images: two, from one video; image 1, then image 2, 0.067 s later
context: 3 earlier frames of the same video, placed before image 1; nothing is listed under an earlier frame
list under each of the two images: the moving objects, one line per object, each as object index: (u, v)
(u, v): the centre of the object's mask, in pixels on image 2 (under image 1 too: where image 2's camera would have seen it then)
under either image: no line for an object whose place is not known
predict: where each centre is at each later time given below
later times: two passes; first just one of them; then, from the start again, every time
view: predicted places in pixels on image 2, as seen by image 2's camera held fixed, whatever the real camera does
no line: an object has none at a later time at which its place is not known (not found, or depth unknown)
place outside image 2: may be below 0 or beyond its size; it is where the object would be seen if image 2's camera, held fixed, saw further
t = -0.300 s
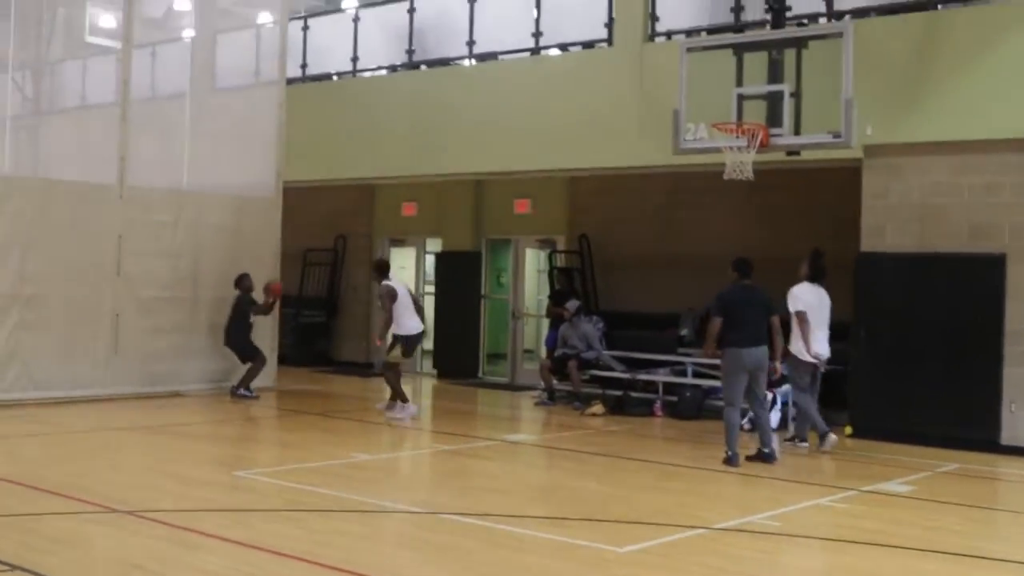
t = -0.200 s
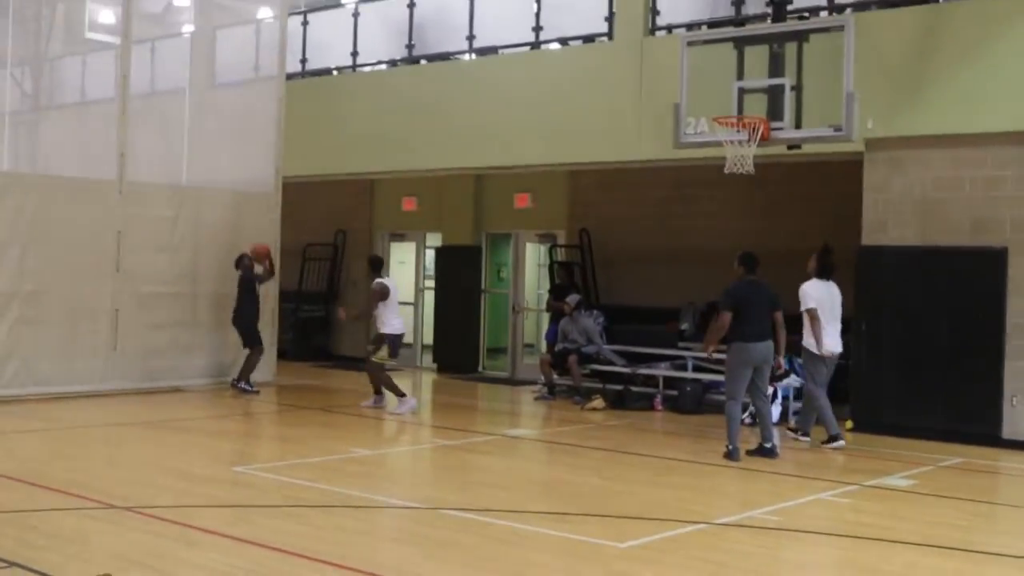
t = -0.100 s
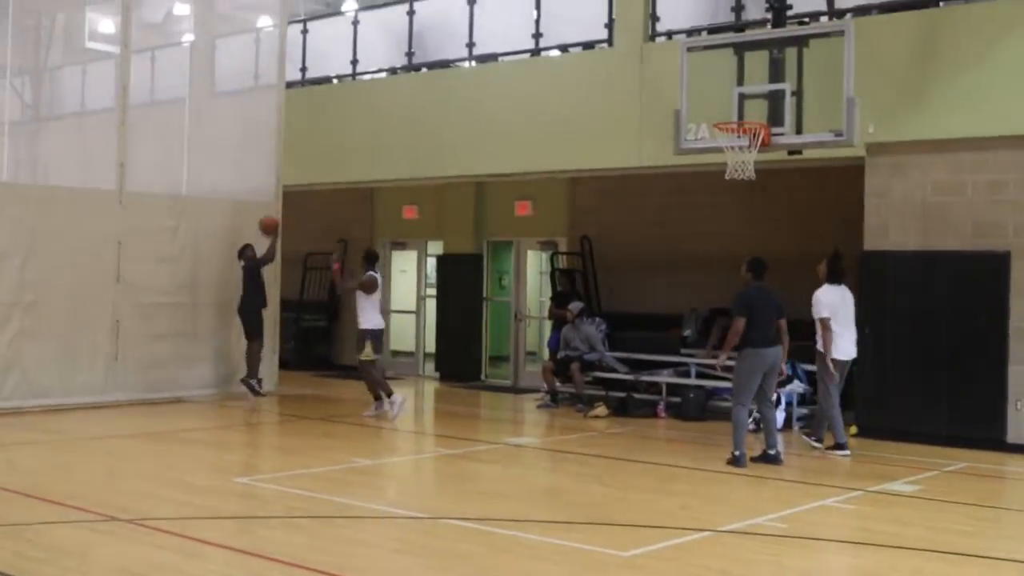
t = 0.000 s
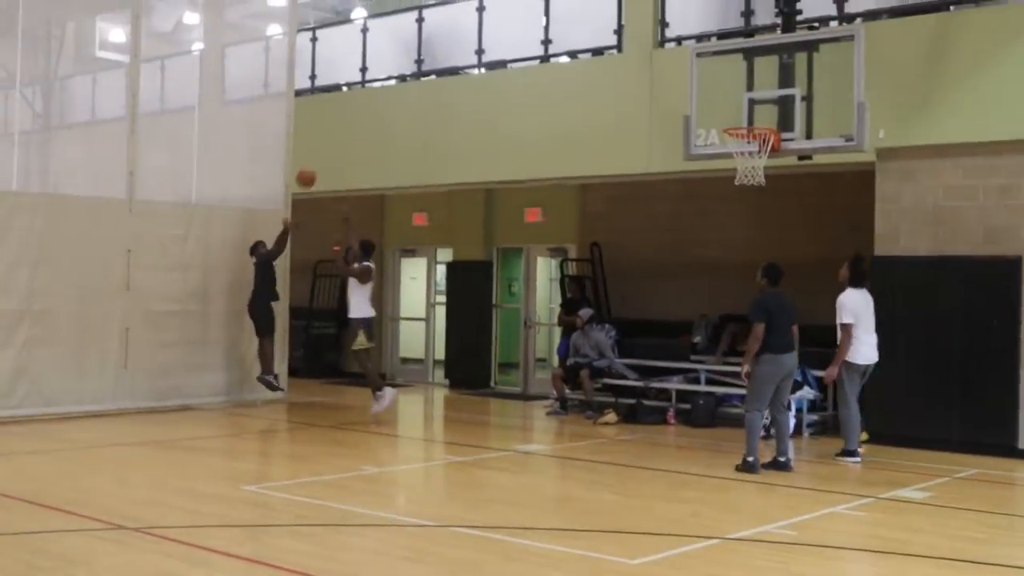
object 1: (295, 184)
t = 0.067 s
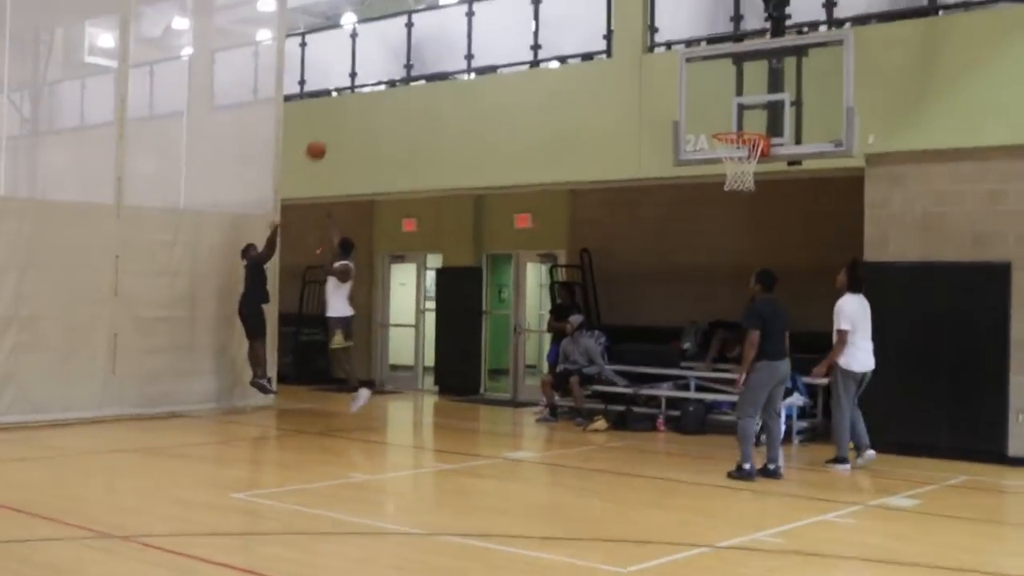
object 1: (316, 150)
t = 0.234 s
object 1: (369, 79)
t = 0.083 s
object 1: (320, 143)
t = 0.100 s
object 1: (326, 135)
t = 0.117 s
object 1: (331, 128)
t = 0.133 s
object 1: (337, 119)
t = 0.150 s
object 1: (342, 112)
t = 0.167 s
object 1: (347, 104)
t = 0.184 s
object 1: (353, 98)
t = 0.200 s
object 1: (358, 91)
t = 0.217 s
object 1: (364, 85)
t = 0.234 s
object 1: (369, 79)
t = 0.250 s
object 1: (375, 73)
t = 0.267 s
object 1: (380, 67)
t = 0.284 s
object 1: (385, 61)
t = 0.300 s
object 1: (391, 56)
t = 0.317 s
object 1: (396, 50)
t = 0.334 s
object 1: (402, 46)
